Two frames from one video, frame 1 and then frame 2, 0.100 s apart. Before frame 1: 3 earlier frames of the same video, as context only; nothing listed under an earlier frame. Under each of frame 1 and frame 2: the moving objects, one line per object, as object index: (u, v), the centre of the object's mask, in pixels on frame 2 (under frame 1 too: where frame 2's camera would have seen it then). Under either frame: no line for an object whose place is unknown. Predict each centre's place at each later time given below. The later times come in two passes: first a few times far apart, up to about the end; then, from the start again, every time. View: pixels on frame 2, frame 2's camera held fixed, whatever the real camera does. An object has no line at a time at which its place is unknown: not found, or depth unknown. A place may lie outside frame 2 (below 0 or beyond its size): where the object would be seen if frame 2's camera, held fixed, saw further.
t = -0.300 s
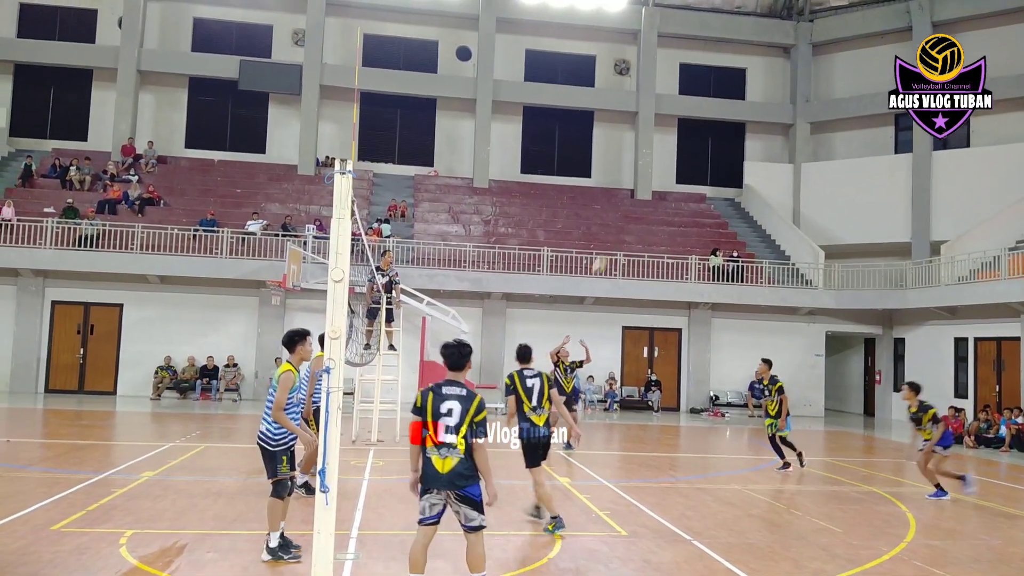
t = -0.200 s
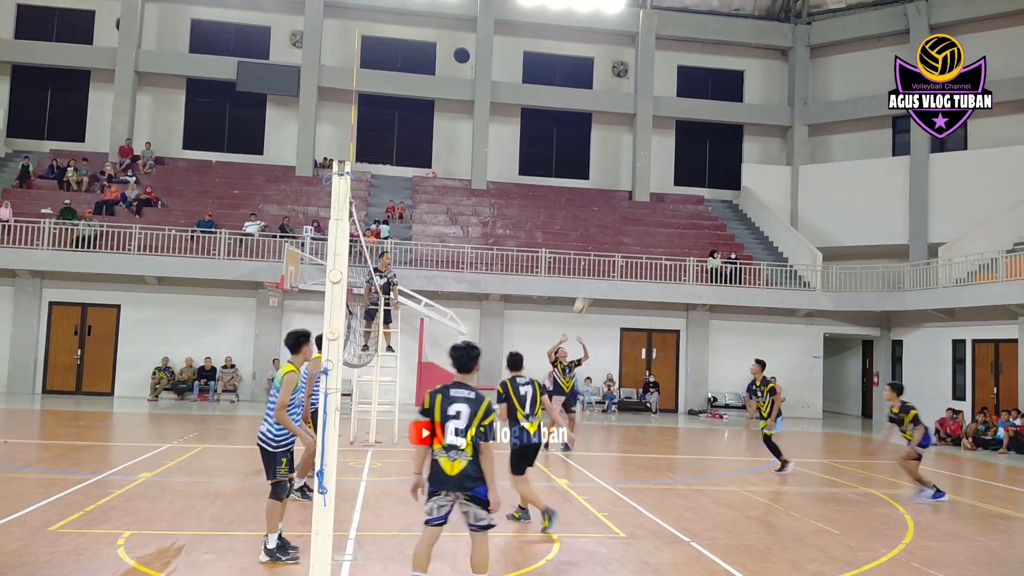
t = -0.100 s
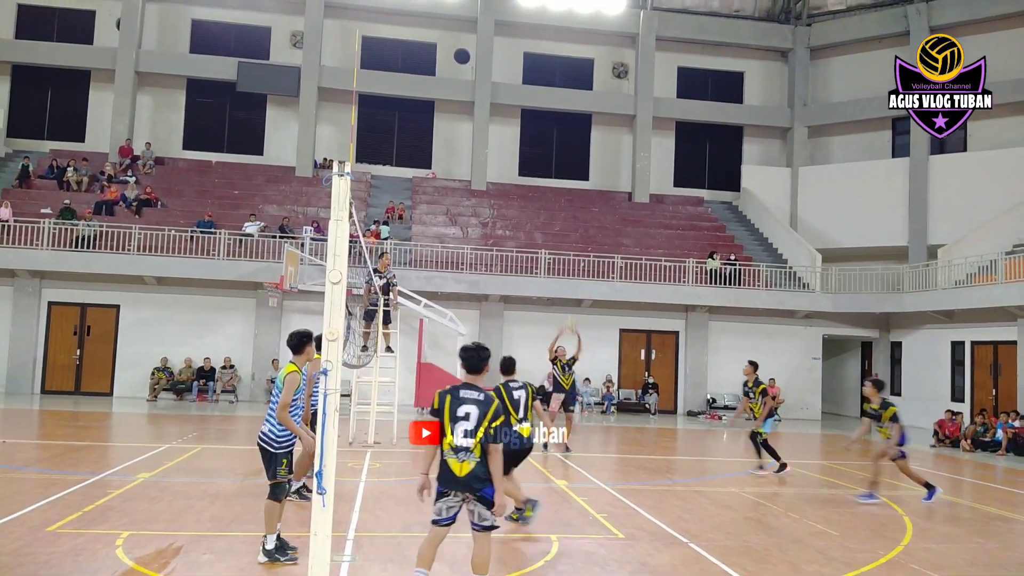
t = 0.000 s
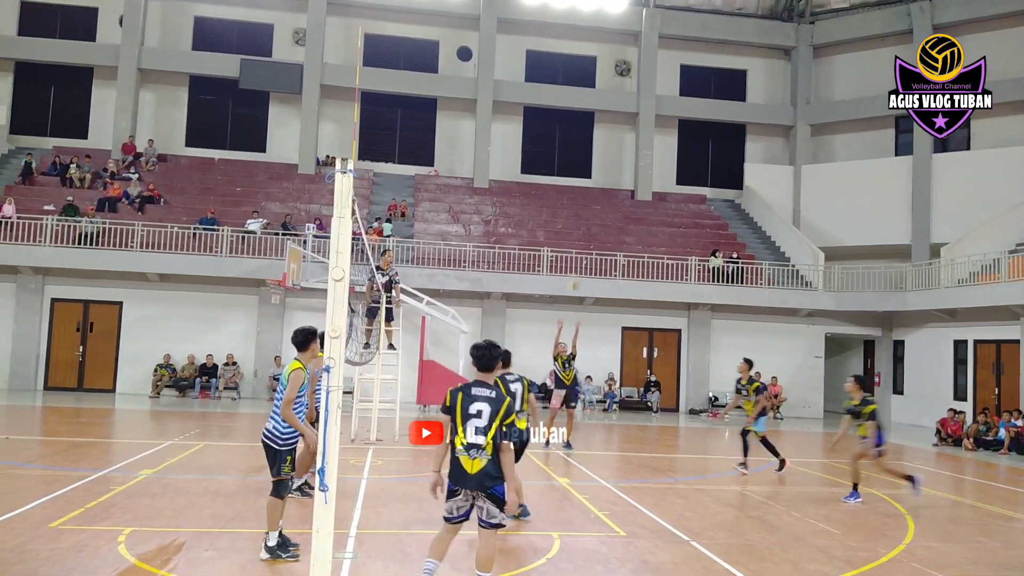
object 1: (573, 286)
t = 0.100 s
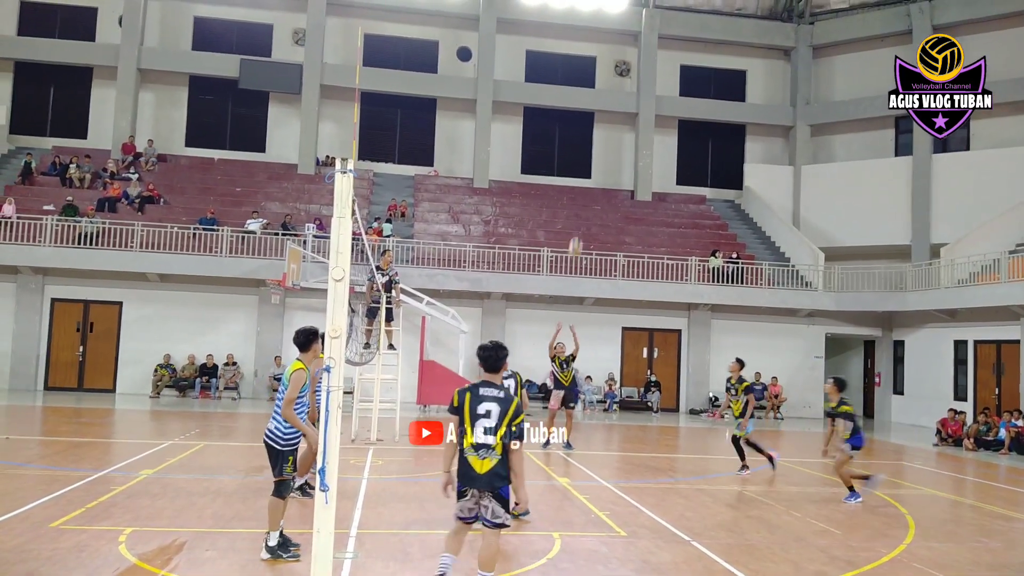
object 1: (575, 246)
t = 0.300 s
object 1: (577, 193)
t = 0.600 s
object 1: (579, 151)
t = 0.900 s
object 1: (578, 170)
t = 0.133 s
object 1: (575, 237)
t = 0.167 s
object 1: (576, 227)
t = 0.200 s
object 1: (576, 217)
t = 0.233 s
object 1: (577, 208)
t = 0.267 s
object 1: (577, 200)
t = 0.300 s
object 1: (577, 193)
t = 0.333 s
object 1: (578, 185)
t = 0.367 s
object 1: (579, 177)
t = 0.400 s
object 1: (579, 171)
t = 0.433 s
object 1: (579, 167)
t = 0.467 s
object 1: (579, 163)
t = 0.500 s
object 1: (579, 159)
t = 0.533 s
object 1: (579, 155)
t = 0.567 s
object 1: (579, 153)
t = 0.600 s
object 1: (579, 151)
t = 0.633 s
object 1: (579, 150)
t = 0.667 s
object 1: (579, 150)
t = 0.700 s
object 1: (579, 150)
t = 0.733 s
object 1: (579, 151)
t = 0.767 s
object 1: (579, 154)
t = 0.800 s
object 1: (579, 157)
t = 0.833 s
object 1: (579, 160)
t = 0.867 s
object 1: (578, 166)
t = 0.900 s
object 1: (578, 170)
